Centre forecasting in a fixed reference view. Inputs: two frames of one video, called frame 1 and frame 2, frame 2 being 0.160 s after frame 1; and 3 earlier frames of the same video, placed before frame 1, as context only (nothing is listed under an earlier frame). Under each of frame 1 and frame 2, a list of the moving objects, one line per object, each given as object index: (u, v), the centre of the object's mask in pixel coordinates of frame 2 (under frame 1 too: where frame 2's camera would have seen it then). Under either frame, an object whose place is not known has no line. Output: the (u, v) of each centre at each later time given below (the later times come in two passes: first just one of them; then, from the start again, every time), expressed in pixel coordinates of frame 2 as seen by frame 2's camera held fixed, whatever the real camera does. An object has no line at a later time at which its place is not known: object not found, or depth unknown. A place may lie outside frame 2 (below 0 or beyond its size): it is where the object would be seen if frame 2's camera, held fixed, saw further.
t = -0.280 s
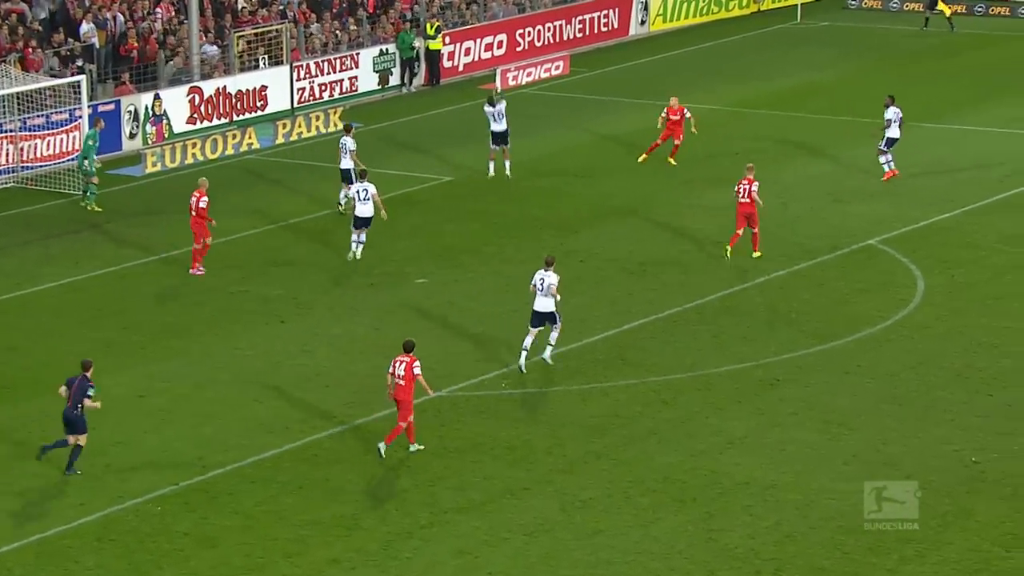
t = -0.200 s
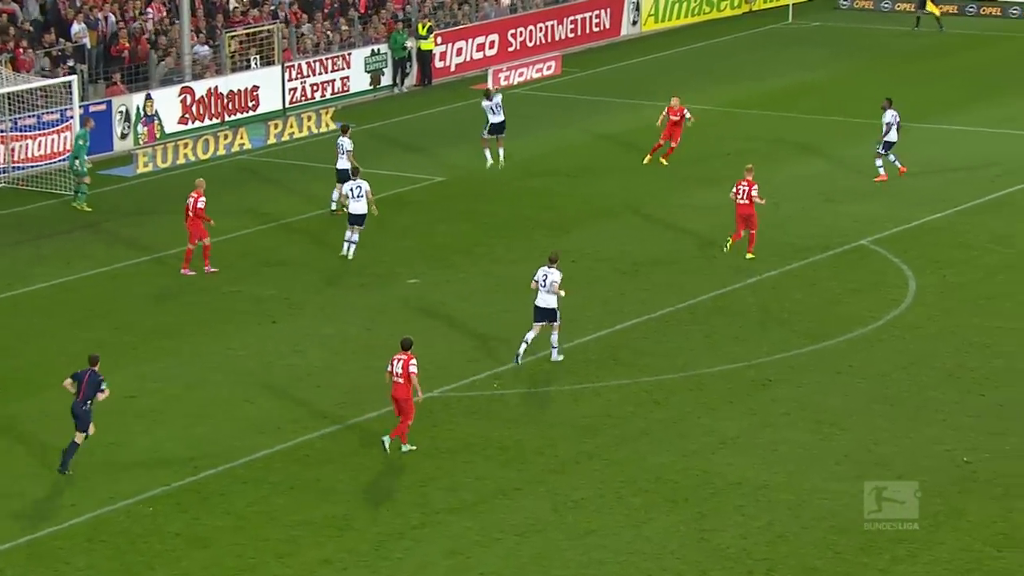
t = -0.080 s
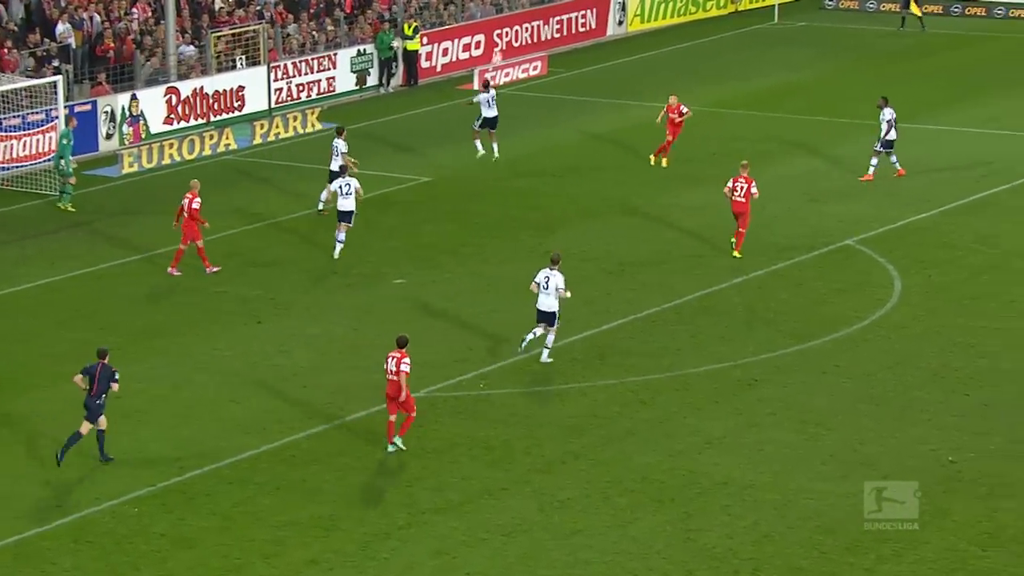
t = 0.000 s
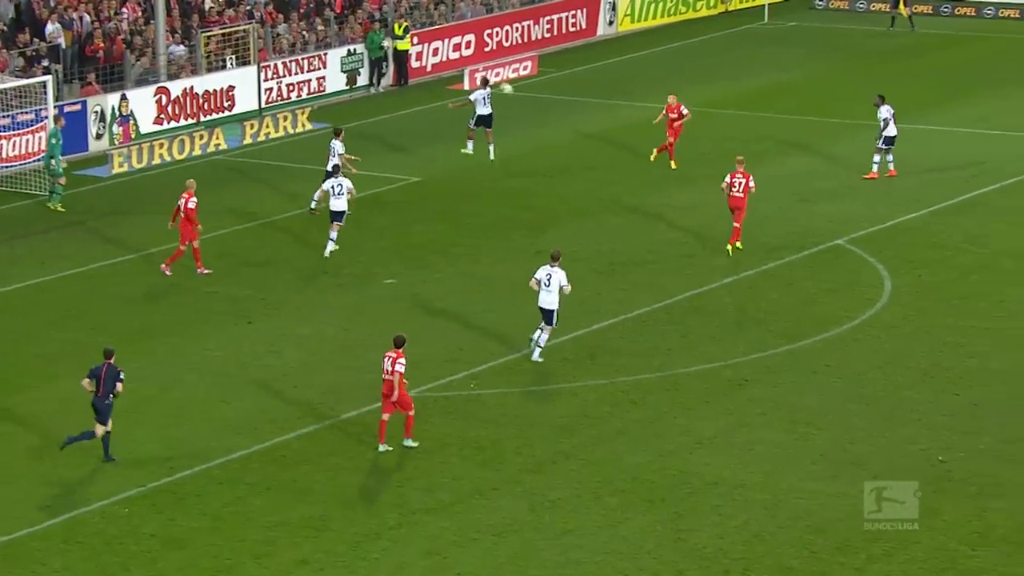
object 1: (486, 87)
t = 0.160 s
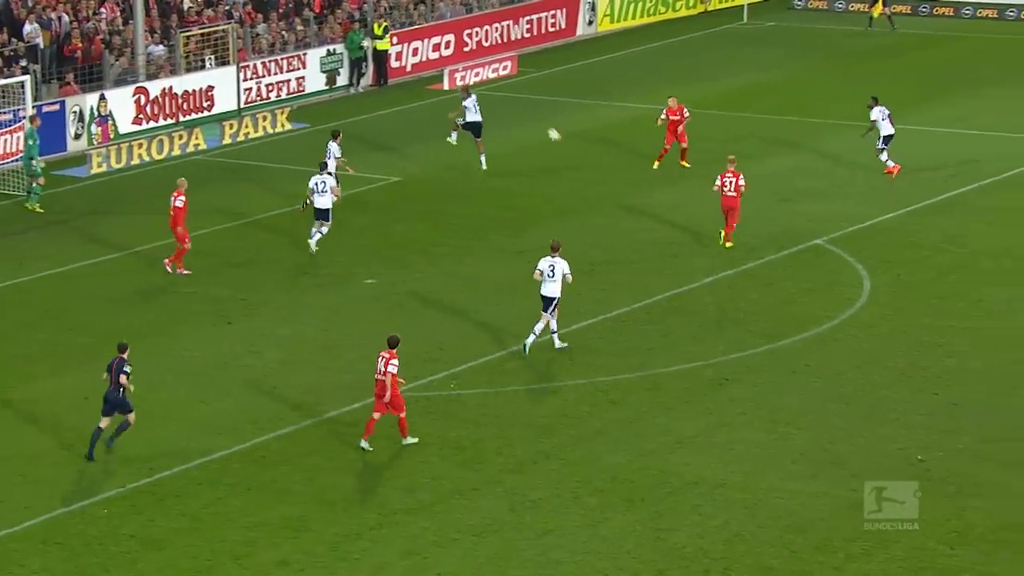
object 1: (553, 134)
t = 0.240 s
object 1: (583, 162)
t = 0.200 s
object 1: (567, 147)
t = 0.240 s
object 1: (583, 162)
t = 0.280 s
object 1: (598, 176)
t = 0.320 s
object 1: (610, 167)
